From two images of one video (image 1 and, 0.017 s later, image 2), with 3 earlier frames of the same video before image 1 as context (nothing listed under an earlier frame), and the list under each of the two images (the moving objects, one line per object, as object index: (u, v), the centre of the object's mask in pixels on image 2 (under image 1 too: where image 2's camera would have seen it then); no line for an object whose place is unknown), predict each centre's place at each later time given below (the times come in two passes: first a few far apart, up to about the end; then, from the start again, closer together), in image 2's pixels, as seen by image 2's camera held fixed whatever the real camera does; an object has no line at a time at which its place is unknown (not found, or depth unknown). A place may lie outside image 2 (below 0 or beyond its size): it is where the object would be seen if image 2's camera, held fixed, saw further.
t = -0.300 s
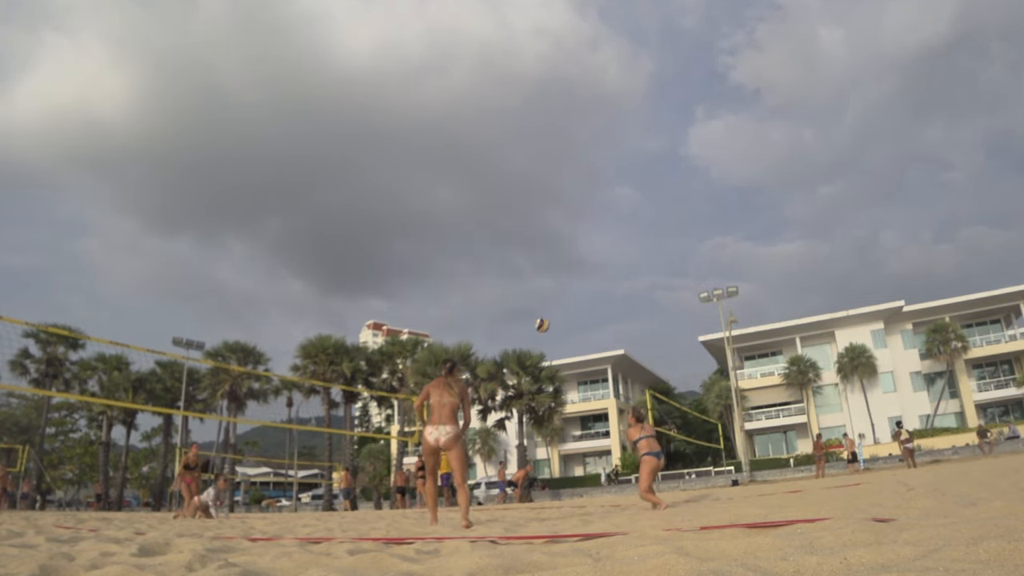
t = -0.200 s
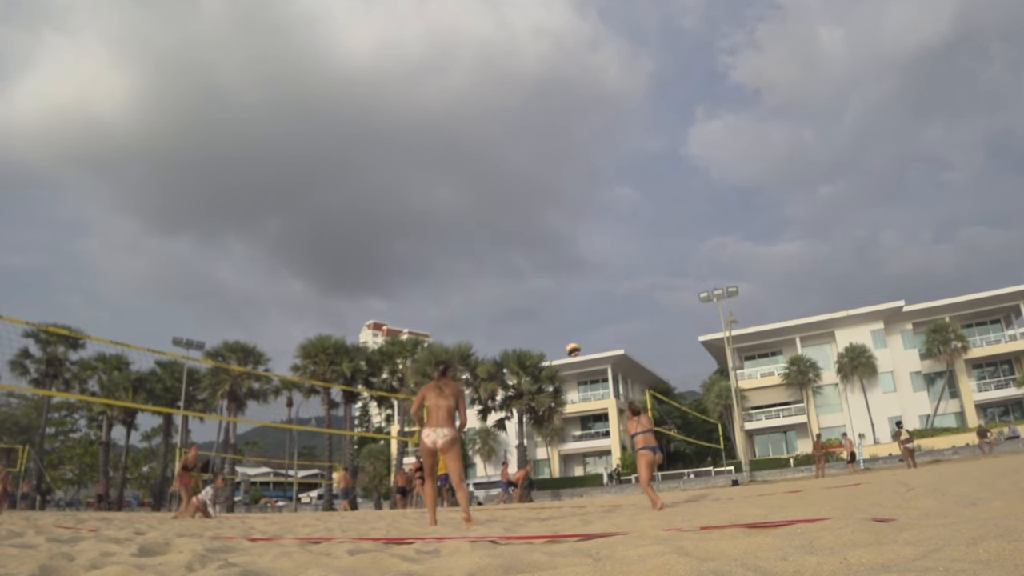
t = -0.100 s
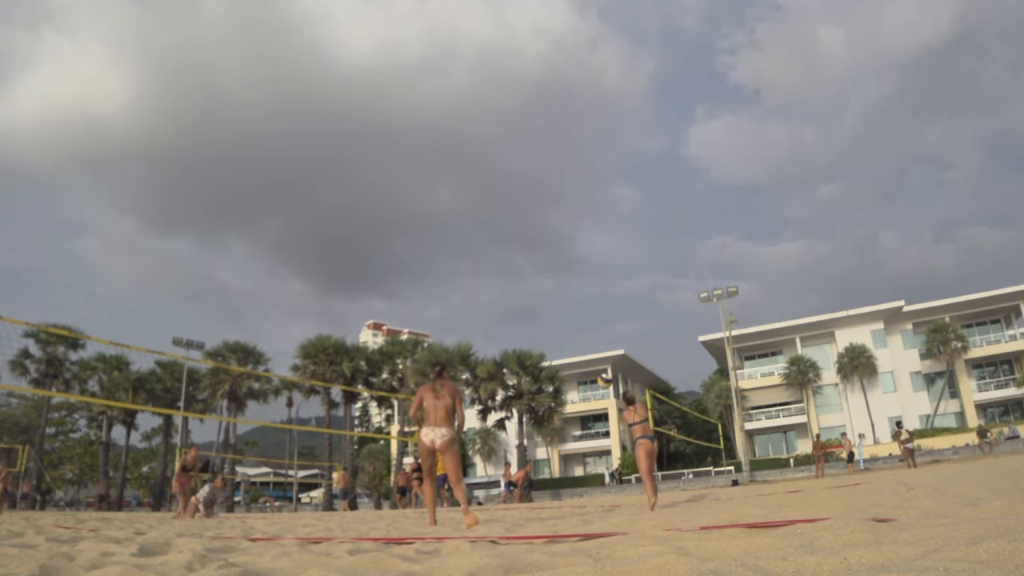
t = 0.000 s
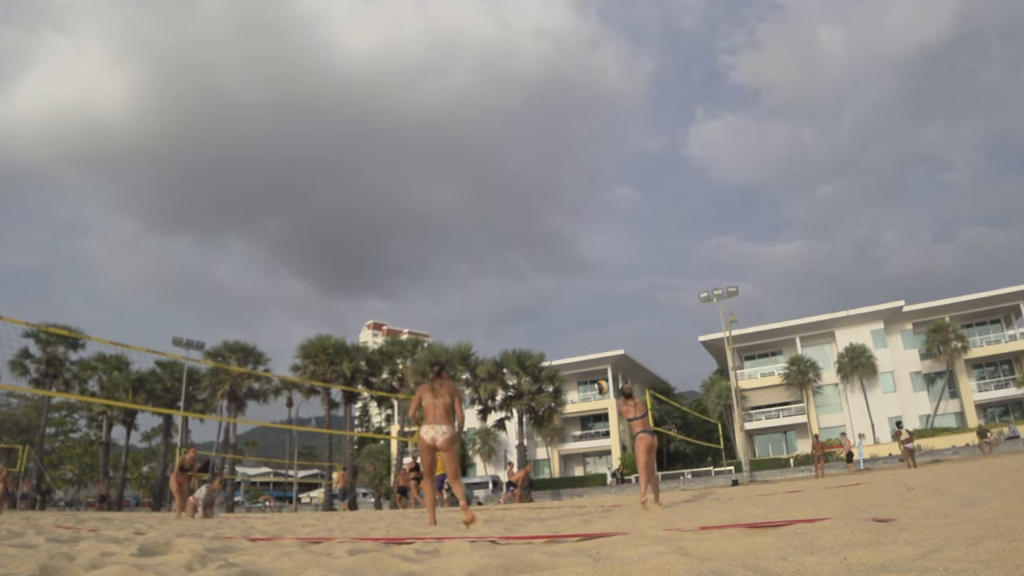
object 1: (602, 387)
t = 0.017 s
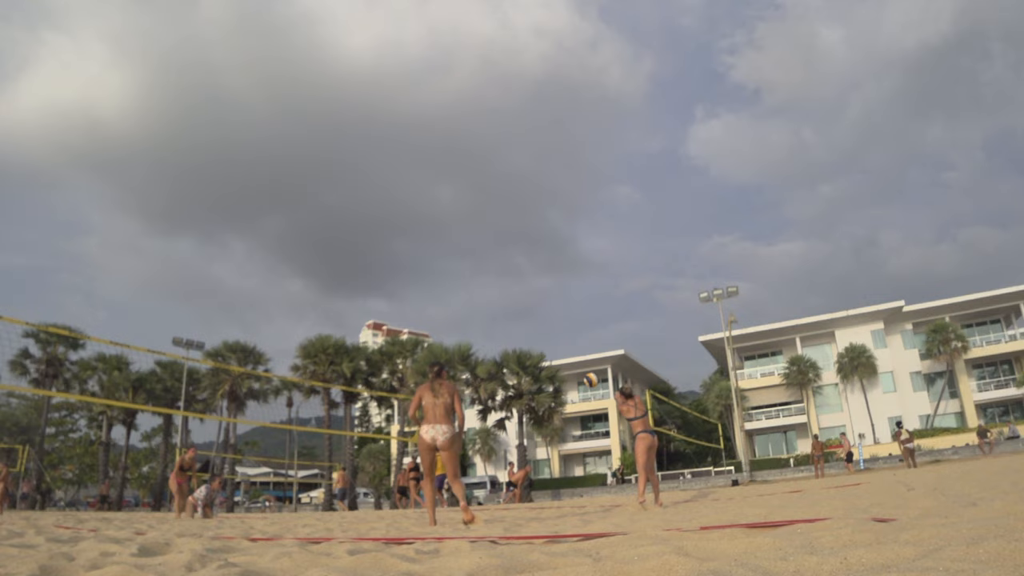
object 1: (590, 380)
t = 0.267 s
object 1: (445, 297)
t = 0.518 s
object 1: (327, 263)
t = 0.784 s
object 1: (226, 269)
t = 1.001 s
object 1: (158, 300)
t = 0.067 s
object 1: (560, 358)
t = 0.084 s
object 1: (549, 352)
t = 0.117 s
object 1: (529, 340)
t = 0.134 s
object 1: (520, 334)
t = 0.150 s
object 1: (510, 329)
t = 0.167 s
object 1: (500, 323)
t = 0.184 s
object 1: (491, 318)
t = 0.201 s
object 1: (481, 314)
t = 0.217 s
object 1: (472, 309)
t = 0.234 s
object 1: (463, 305)
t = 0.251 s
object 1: (454, 301)
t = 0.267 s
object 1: (445, 297)
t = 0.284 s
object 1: (436, 293)
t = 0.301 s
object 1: (428, 290)
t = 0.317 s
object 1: (419, 287)
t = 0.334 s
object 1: (411, 285)
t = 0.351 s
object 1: (403, 281)
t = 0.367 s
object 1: (395, 279)
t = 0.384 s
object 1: (387, 276)
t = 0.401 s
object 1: (379, 273)
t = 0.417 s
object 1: (371, 271)
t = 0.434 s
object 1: (364, 269)
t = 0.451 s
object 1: (356, 268)
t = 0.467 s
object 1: (348, 266)
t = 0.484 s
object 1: (341, 265)
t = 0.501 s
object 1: (334, 264)
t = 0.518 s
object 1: (327, 263)
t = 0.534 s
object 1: (319, 262)
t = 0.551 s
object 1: (313, 261)
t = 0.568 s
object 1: (306, 261)
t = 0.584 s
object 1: (300, 260)
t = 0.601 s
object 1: (293, 260)
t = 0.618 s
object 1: (287, 261)
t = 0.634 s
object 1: (280, 261)
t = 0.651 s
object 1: (274, 262)
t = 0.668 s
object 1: (268, 262)
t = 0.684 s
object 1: (262, 263)
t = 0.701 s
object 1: (256, 264)
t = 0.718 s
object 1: (250, 265)
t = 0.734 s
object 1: (244, 266)
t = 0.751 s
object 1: (238, 267)
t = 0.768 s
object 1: (232, 268)
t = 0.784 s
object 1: (226, 269)
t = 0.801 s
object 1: (221, 271)
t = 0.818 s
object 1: (215, 273)
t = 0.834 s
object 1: (210, 275)
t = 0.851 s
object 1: (204, 276)
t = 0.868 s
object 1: (199, 278)
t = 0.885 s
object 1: (194, 281)
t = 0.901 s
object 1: (188, 283)
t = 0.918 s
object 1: (183, 286)
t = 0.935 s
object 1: (178, 289)
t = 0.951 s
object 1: (173, 291)
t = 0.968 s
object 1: (168, 293)
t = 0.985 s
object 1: (163, 296)
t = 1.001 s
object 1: (158, 300)
